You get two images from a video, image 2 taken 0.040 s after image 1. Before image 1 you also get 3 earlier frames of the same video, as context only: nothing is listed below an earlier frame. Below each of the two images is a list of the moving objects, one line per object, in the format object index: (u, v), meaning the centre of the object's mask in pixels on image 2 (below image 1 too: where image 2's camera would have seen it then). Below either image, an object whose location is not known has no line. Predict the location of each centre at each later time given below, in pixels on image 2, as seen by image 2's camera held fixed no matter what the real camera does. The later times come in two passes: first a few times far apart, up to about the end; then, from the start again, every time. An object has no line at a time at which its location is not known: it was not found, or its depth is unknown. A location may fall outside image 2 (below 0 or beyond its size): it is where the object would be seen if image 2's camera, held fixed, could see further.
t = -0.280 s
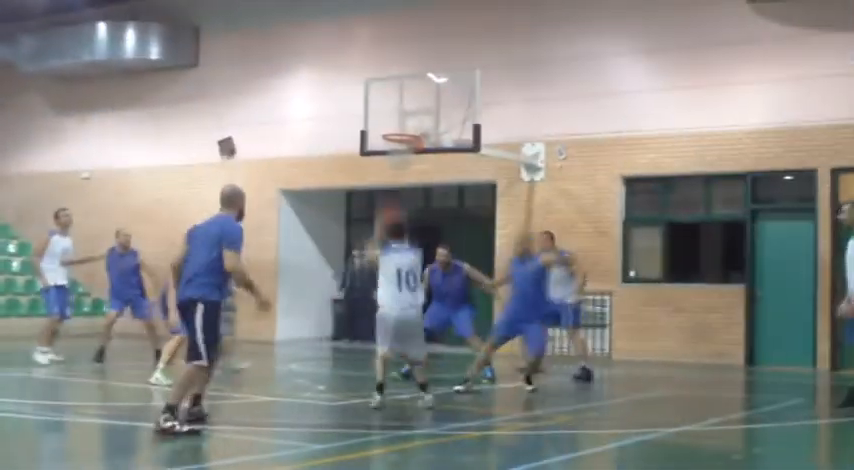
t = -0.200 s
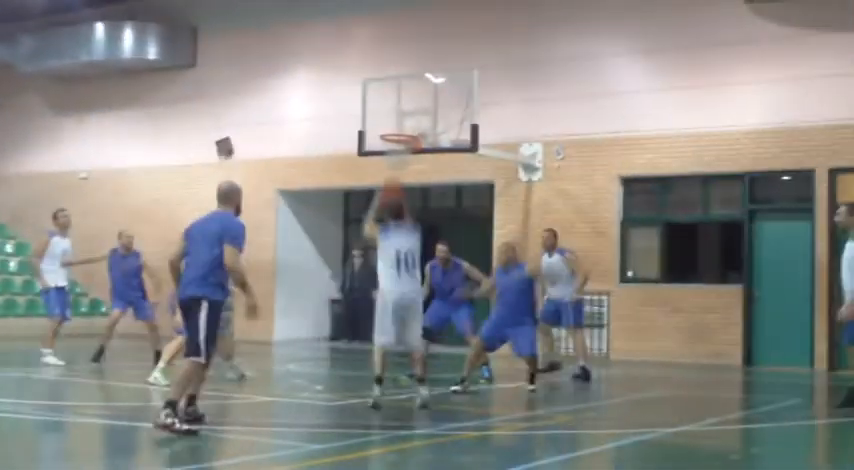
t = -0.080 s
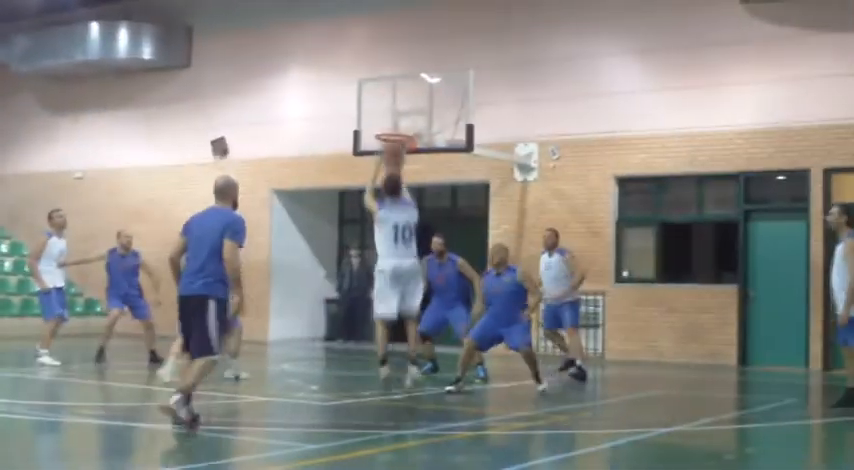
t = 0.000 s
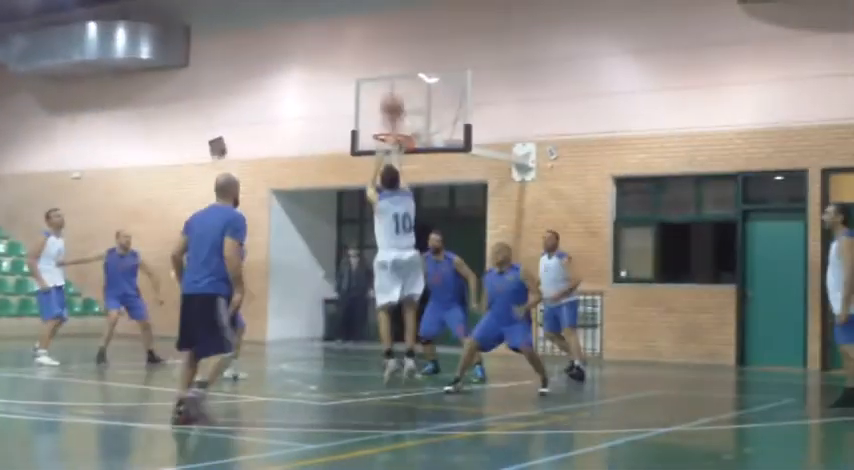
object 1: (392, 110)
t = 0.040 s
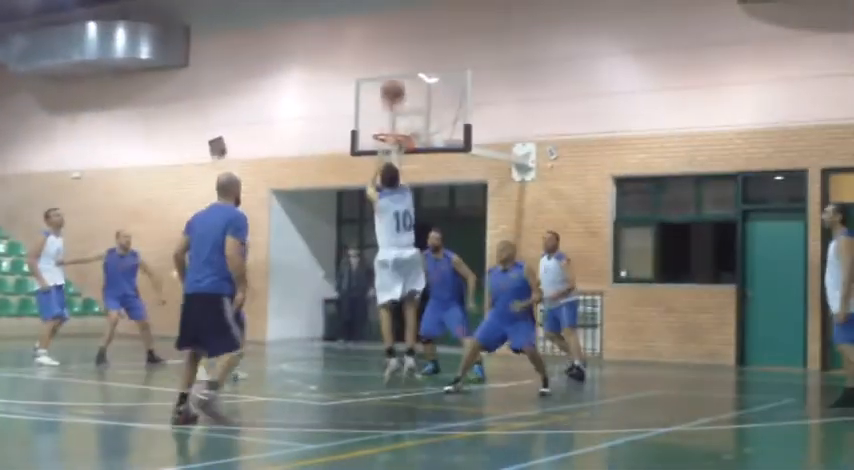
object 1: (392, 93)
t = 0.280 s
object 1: (394, 31)
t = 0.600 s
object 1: (393, 34)
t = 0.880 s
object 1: (392, 97)
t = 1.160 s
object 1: (399, 86)
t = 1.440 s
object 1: (412, 52)
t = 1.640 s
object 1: (422, 62)
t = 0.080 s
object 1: (393, 79)
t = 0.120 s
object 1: (393, 66)
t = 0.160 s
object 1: (394, 54)
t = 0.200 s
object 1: (393, 45)
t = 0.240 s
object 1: (394, 36)
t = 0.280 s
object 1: (394, 31)
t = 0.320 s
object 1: (394, 27)
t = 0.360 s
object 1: (394, 24)
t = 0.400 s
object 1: (394, 21)
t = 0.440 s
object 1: (394, 22)
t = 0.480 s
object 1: (394, 22)
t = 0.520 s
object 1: (394, 24)
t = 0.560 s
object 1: (393, 28)
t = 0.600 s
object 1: (393, 34)
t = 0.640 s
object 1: (393, 40)
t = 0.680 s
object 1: (393, 47)
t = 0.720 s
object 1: (393, 54)
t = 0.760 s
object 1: (393, 64)
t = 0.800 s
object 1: (393, 75)
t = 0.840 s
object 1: (392, 85)
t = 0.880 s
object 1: (392, 97)
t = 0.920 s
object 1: (392, 110)
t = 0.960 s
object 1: (391, 122)
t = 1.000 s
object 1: (392, 124)
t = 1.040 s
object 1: (393, 114)
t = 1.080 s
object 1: (395, 105)
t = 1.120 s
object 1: (397, 94)
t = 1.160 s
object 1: (399, 86)
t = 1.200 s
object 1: (401, 77)
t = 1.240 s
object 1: (403, 70)
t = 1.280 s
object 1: (405, 64)
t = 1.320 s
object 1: (407, 59)
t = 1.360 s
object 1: (408, 55)
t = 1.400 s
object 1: (410, 53)
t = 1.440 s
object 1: (412, 52)
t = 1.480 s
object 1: (414, 52)
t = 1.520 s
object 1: (416, 52)
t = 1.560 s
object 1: (418, 54)
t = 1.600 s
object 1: (420, 58)
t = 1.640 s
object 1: (422, 62)
